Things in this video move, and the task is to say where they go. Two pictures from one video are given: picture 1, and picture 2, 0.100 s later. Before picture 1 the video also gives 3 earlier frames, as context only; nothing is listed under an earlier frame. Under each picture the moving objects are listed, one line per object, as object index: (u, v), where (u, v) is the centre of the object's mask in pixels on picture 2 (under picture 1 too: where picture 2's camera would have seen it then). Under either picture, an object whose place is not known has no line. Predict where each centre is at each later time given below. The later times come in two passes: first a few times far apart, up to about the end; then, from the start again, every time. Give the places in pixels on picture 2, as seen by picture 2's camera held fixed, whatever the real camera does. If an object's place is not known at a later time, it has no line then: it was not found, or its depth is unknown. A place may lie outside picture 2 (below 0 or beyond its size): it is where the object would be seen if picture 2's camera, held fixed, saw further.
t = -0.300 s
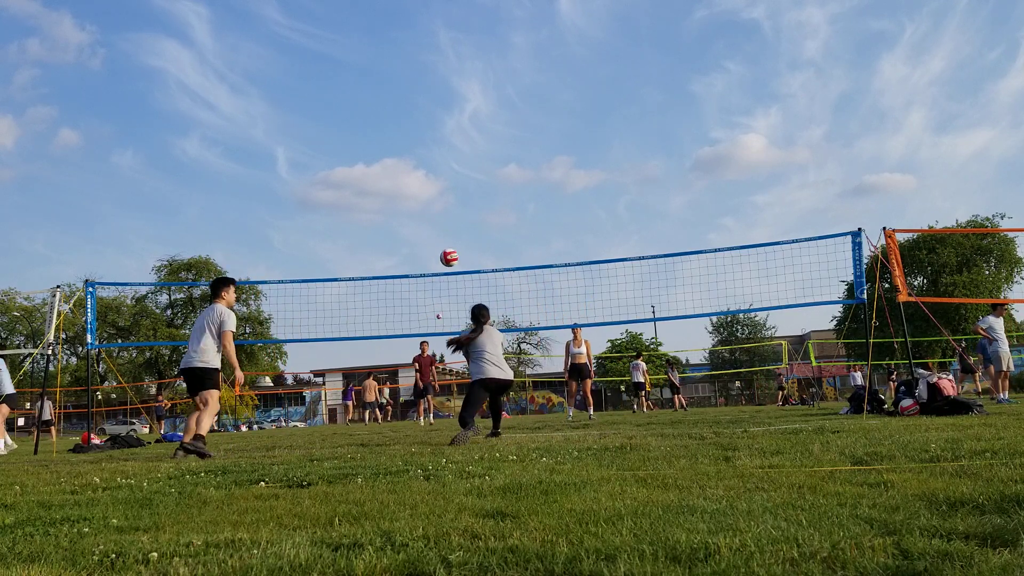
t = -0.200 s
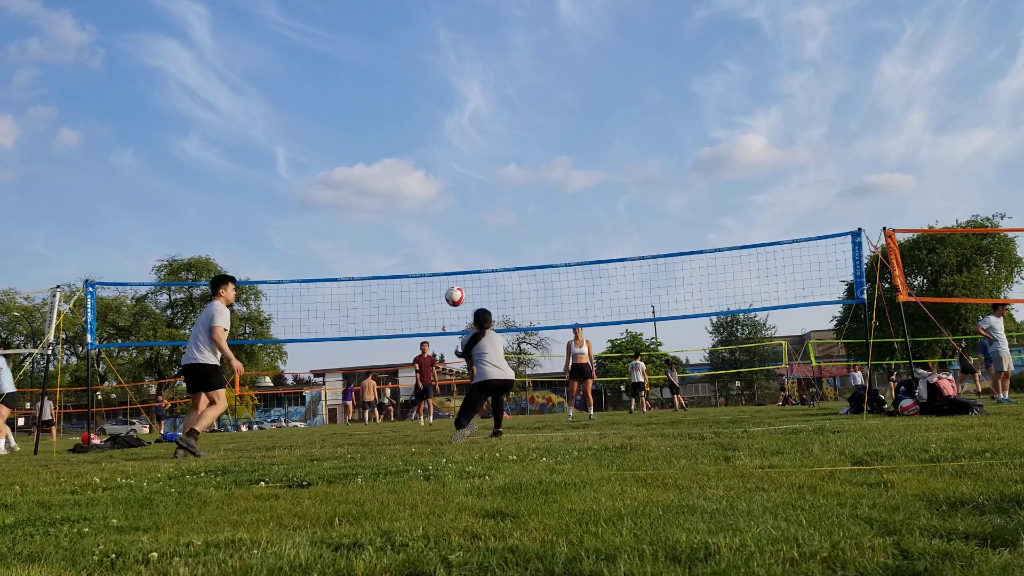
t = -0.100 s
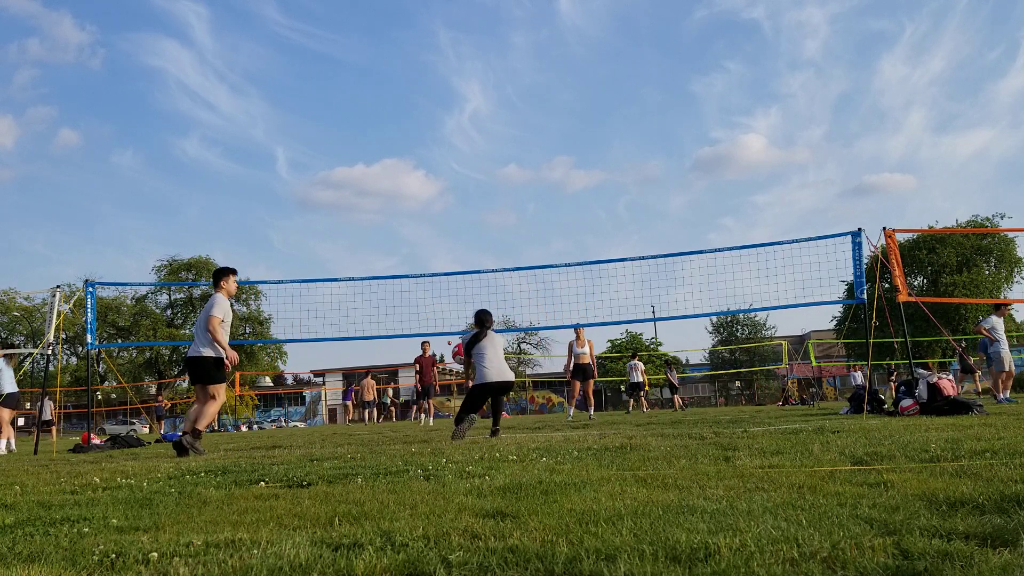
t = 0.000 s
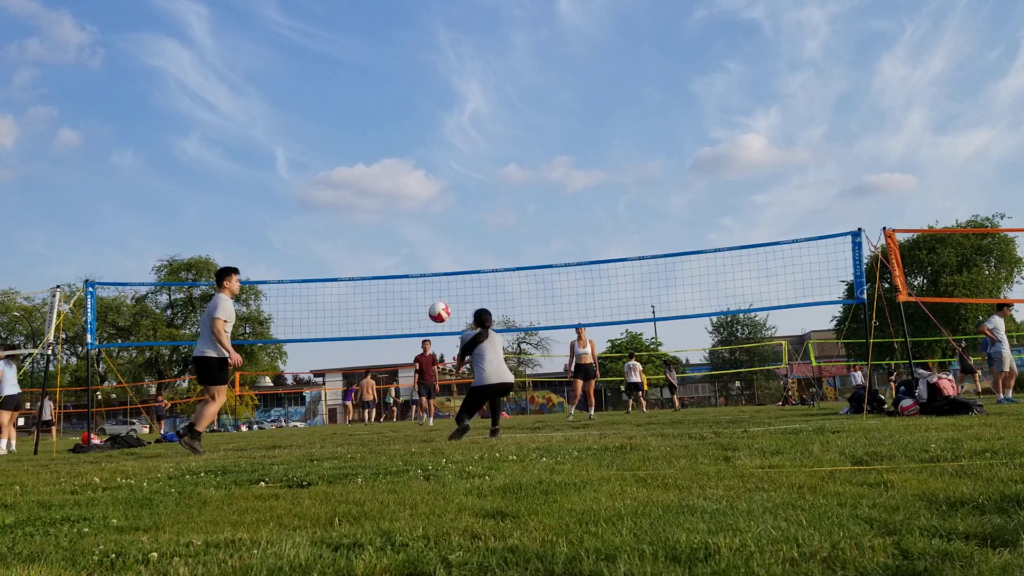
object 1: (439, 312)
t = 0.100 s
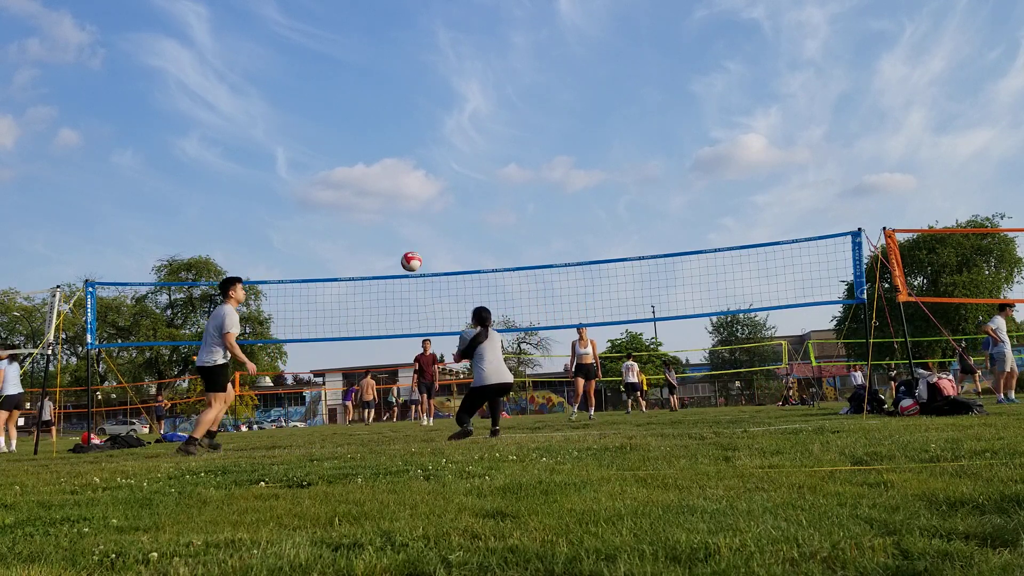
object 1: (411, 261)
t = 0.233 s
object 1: (377, 213)
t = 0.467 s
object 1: (326, 174)
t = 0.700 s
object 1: (282, 181)
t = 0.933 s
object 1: (245, 226)
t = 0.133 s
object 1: (402, 247)
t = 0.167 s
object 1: (393, 235)
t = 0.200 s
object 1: (385, 223)
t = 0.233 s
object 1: (377, 213)
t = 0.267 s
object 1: (369, 205)
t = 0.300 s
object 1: (361, 197)
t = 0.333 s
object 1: (354, 191)
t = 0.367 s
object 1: (347, 185)
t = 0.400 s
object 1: (339, 180)
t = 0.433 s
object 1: (332, 177)
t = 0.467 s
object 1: (326, 174)
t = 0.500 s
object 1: (319, 173)
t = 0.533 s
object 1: (312, 172)
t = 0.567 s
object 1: (306, 172)
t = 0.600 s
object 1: (300, 173)
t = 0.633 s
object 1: (294, 175)
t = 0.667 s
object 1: (288, 177)
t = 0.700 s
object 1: (282, 181)
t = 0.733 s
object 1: (277, 185)
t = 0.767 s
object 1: (271, 190)
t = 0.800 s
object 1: (265, 196)
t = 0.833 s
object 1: (260, 202)
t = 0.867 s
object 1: (255, 209)
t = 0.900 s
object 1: (249, 217)
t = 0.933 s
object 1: (245, 226)
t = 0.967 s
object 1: (240, 236)
